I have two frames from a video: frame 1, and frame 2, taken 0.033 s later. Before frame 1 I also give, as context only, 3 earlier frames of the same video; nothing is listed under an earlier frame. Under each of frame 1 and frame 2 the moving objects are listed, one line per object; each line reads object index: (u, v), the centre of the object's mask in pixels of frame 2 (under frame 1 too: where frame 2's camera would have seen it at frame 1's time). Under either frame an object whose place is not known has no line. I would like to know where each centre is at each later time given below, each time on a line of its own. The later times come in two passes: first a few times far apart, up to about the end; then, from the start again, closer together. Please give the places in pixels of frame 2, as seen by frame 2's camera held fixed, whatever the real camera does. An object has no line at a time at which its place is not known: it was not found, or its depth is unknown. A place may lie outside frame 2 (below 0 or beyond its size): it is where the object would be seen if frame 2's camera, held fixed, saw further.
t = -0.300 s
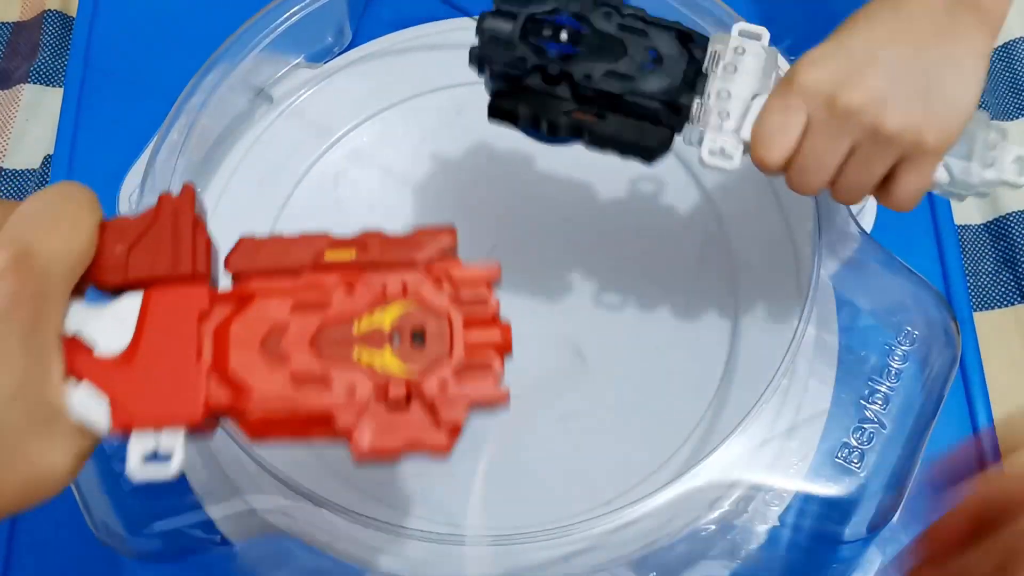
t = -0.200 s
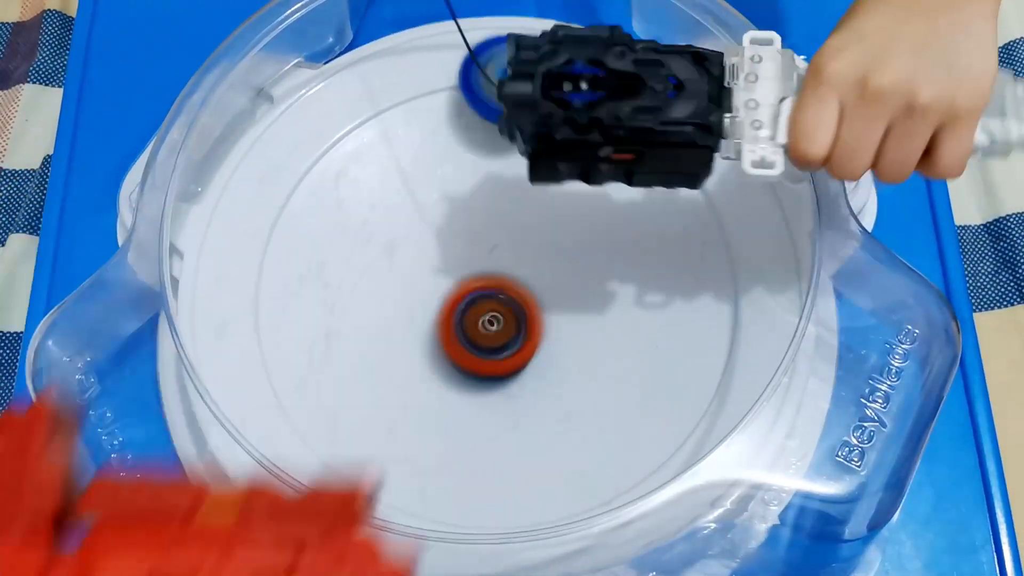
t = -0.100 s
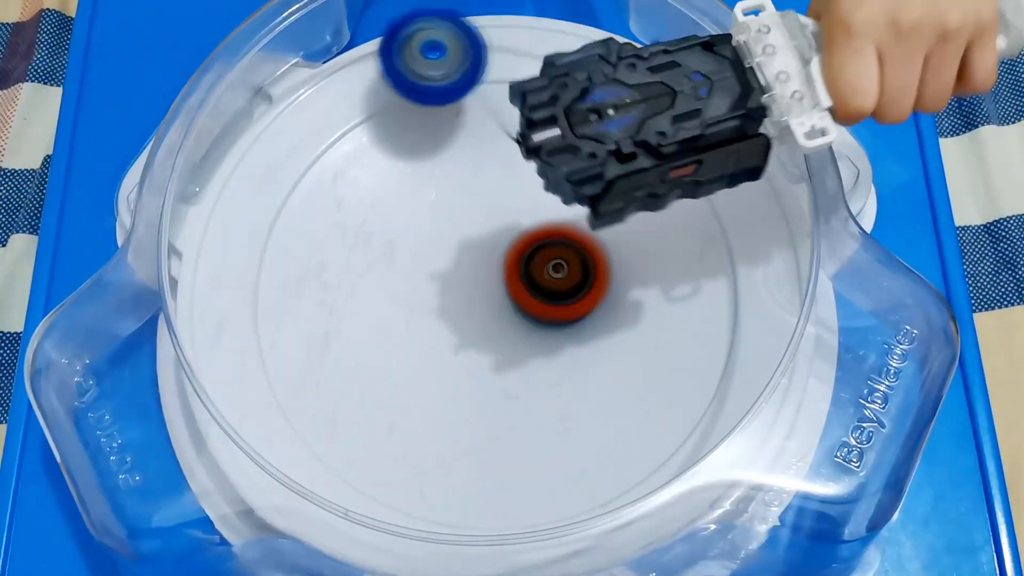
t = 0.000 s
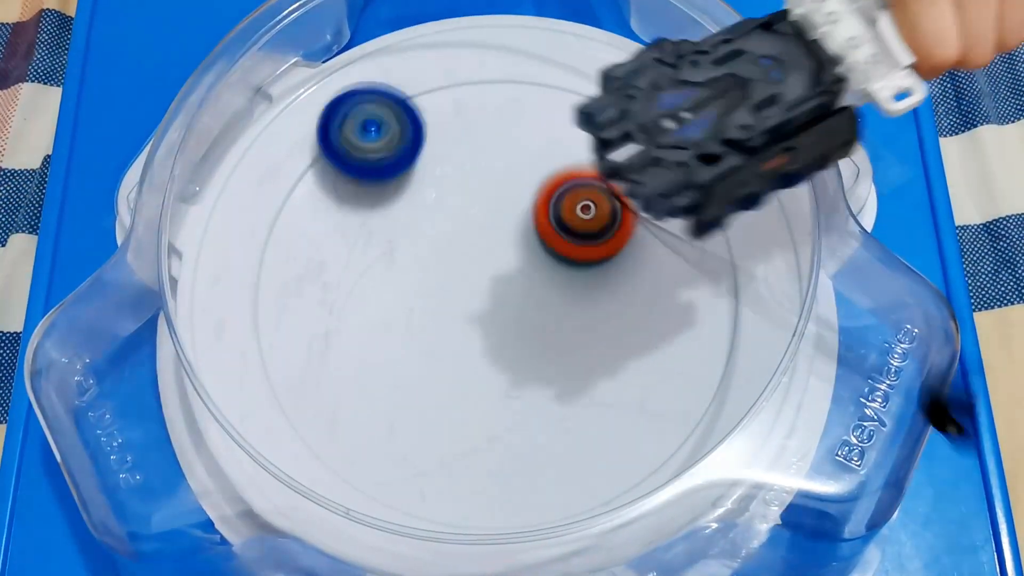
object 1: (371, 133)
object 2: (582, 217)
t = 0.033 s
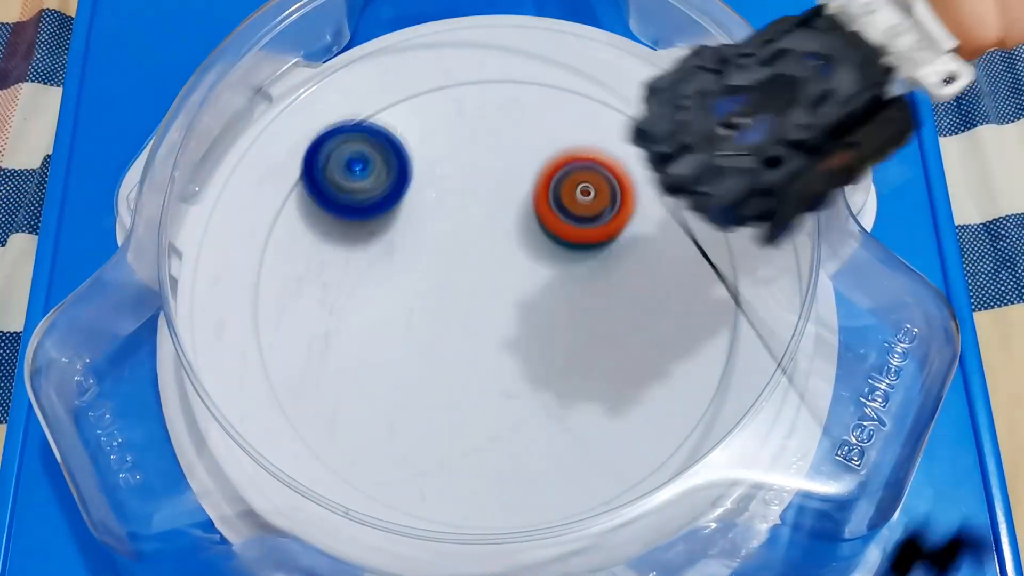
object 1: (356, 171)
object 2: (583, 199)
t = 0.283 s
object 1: (424, 425)
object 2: (460, 152)
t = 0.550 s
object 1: (693, 308)
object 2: (360, 319)
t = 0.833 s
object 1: (492, 64)
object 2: (595, 387)
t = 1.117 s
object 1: (331, 447)
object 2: (650, 123)
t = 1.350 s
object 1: (725, 223)
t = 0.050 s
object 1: (350, 191)
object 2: (581, 192)
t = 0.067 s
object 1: (345, 211)
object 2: (578, 184)
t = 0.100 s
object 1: (338, 249)
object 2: (567, 170)
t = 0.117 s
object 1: (336, 268)
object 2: (561, 164)
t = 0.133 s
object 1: (336, 287)
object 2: (554, 159)
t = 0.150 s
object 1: (338, 307)
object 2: (545, 154)
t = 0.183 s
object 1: (348, 344)
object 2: (526, 147)
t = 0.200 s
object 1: (355, 361)
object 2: (514, 145)
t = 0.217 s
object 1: (366, 377)
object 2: (504, 144)
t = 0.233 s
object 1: (377, 391)
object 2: (493, 144)
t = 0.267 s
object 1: (407, 416)
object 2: (471, 148)
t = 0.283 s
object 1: (424, 425)
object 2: (460, 152)
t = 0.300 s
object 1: (444, 432)
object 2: (447, 156)
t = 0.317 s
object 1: (463, 438)
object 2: (436, 162)
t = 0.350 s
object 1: (506, 443)
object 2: (412, 176)
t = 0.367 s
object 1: (526, 441)
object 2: (401, 185)
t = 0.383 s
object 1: (548, 437)
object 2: (390, 194)
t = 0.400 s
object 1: (570, 433)
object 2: (381, 205)
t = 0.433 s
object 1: (607, 415)
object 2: (366, 228)
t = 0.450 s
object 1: (625, 404)
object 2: (360, 240)
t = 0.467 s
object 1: (640, 391)
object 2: (356, 253)
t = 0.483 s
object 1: (656, 376)
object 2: (354, 267)
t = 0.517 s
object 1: (678, 344)
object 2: (353, 292)
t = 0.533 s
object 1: (687, 325)
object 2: (355, 305)
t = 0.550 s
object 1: (693, 308)
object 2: (360, 319)
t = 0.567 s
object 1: (697, 288)
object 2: (365, 331)
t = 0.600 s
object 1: (699, 248)
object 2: (379, 354)
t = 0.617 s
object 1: (697, 229)
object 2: (390, 364)
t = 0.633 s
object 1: (692, 208)
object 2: (400, 374)
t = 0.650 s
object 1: (686, 190)
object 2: (413, 383)
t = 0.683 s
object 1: (666, 153)
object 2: (442, 397)
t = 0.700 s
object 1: (654, 136)
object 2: (457, 401)
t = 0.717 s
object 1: (641, 119)
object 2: (474, 405)
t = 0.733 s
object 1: (624, 104)
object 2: (491, 407)
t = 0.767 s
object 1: (586, 78)
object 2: (526, 407)
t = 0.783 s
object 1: (565, 69)
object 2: (543, 404)
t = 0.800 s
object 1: (541, 64)
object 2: (561, 400)
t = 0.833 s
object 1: (492, 64)
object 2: (595, 387)
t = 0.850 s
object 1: (464, 67)
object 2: (611, 378)
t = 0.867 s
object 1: (440, 73)
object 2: (626, 367)
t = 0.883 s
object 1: (413, 83)
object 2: (640, 355)
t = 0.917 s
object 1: (361, 110)
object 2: (665, 327)
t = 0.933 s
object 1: (337, 128)
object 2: (677, 310)
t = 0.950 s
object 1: (312, 150)
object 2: (686, 293)
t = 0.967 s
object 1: (294, 171)
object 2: (693, 275)
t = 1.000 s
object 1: (261, 226)
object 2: (701, 237)
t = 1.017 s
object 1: (250, 256)
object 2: (703, 219)
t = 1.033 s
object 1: (248, 288)
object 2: (702, 199)
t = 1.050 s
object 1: (253, 322)
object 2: (698, 180)
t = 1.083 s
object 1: (278, 389)
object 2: (683, 145)
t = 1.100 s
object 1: (302, 419)
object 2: (667, 132)
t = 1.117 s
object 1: (331, 447)
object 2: (650, 123)
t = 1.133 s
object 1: (365, 467)
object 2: (629, 113)
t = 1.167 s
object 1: (445, 492)
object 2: (583, 98)
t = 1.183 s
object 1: (485, 495)
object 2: (557, 91)
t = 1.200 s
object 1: (527, 492)
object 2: (532, 86)
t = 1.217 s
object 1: (566, 483)
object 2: (505, 83)
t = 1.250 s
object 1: (640, 448)
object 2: (452, 82)
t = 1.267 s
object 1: (669, 423)
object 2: (423, 85)
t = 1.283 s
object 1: (695, 396)
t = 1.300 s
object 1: (715, 362)
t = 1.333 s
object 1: (733, 293)
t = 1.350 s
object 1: (725, 223)
